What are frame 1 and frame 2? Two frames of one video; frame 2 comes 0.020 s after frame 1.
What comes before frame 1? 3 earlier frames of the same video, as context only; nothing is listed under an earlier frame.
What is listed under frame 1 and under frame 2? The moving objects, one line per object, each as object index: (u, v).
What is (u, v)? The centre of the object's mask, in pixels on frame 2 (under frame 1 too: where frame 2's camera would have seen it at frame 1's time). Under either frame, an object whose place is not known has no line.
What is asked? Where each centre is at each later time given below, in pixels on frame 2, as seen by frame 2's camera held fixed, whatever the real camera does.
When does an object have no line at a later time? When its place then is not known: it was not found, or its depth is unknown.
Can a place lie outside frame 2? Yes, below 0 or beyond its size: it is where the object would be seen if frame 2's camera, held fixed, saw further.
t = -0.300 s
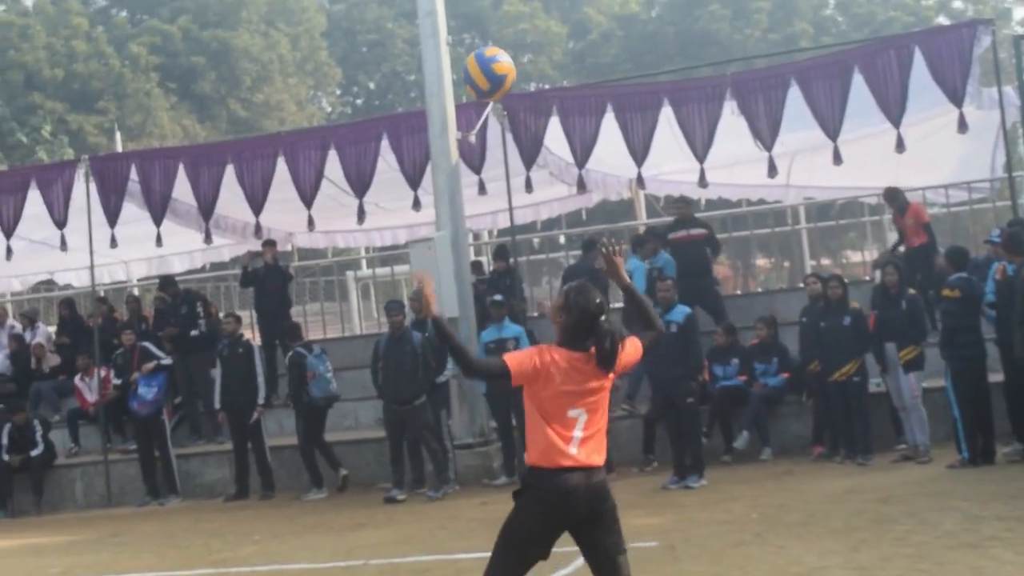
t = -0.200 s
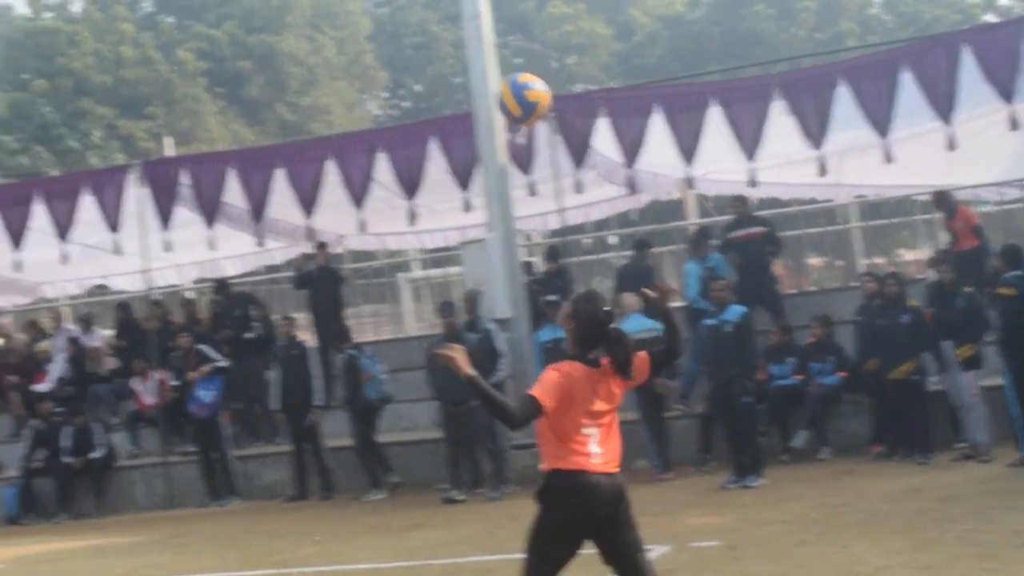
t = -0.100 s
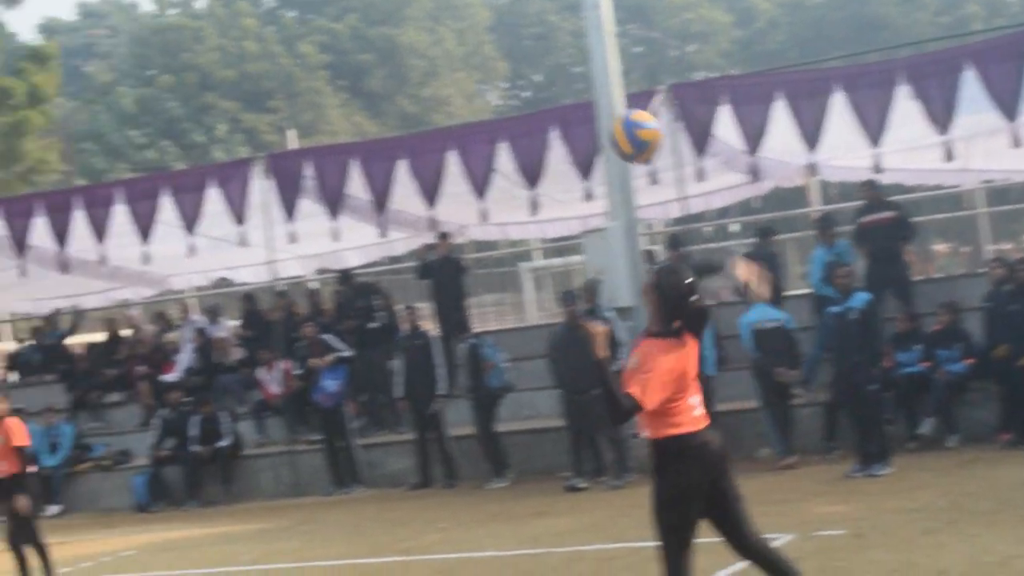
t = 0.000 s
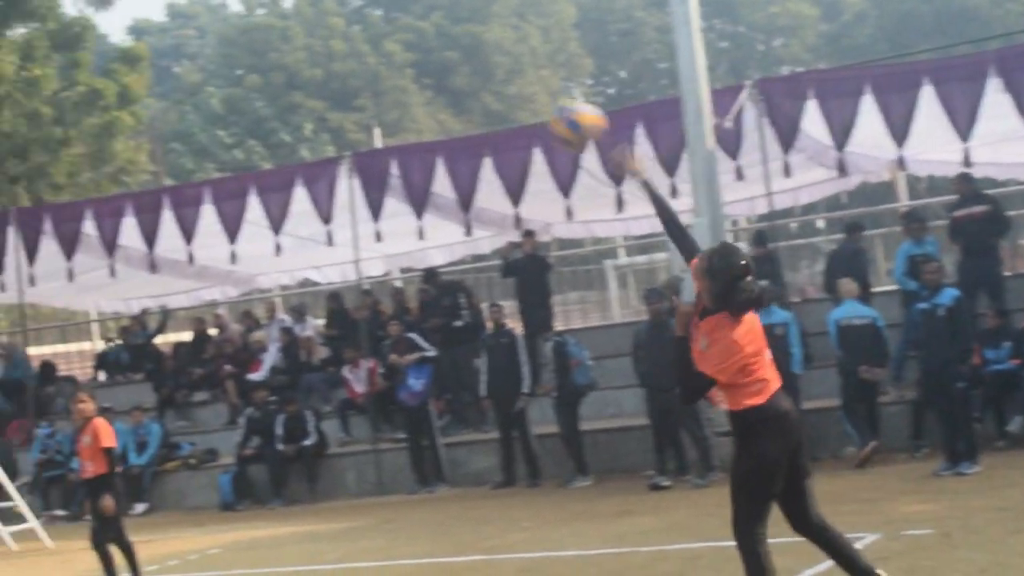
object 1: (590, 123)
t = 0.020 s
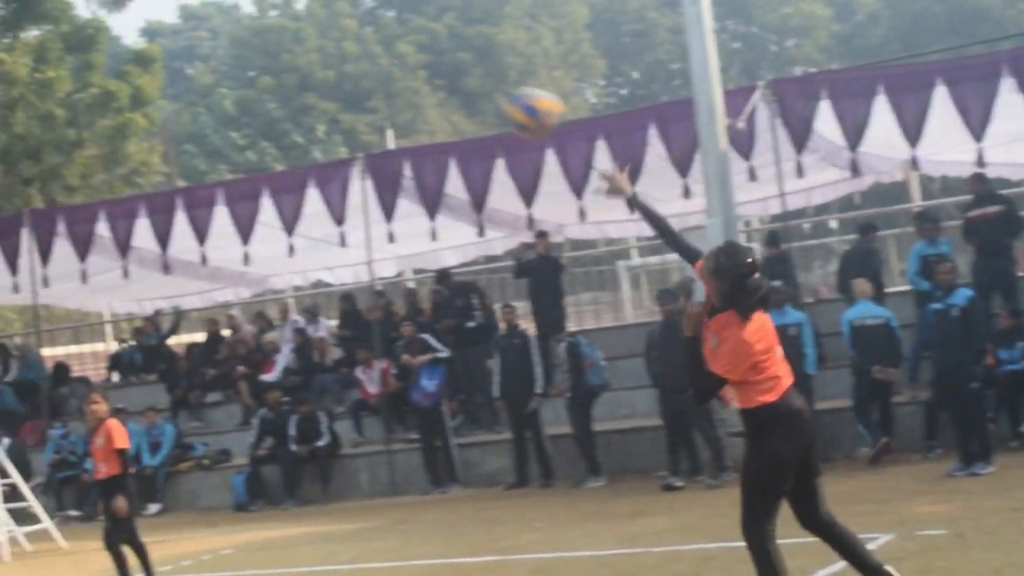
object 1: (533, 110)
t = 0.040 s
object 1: (480, 99)
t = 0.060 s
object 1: (430, 88)
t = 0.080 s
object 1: (381, 78)
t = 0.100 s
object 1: (335, 69)
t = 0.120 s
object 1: (290, 60)
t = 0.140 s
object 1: (246, 54)
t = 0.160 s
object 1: (204, 47)
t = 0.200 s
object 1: (126, 37)
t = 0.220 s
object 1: (87, 34)
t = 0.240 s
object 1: (53, 28)
